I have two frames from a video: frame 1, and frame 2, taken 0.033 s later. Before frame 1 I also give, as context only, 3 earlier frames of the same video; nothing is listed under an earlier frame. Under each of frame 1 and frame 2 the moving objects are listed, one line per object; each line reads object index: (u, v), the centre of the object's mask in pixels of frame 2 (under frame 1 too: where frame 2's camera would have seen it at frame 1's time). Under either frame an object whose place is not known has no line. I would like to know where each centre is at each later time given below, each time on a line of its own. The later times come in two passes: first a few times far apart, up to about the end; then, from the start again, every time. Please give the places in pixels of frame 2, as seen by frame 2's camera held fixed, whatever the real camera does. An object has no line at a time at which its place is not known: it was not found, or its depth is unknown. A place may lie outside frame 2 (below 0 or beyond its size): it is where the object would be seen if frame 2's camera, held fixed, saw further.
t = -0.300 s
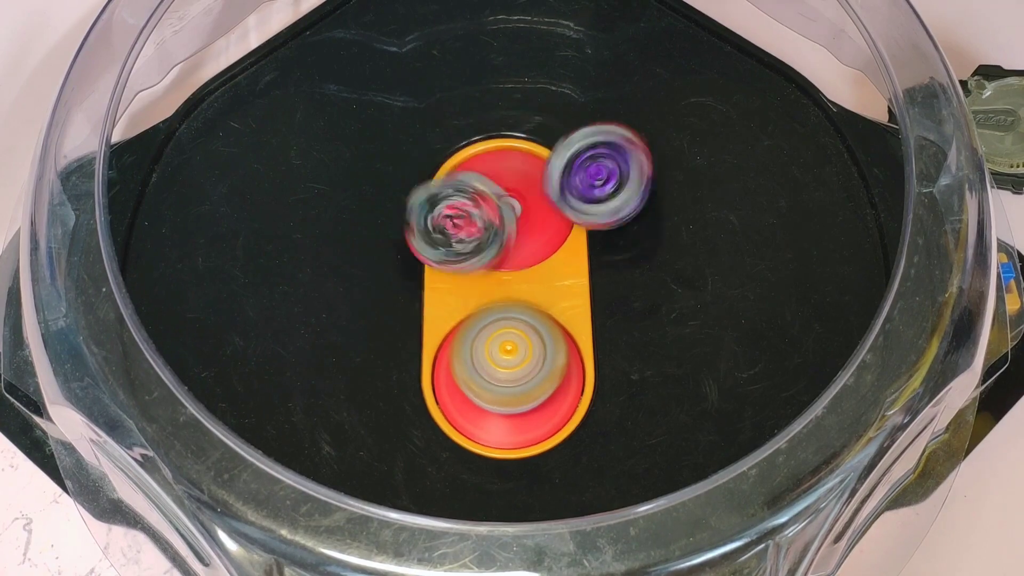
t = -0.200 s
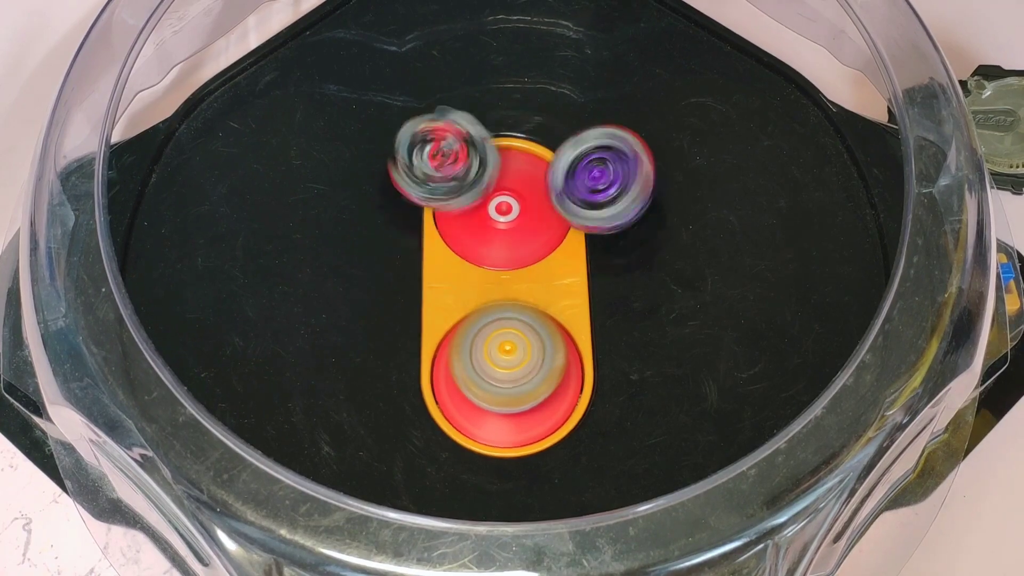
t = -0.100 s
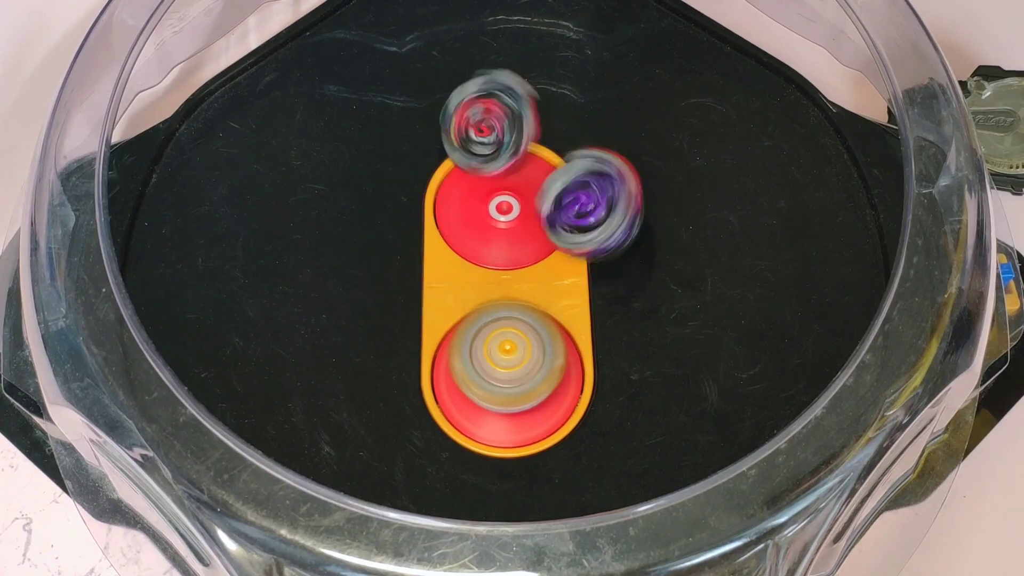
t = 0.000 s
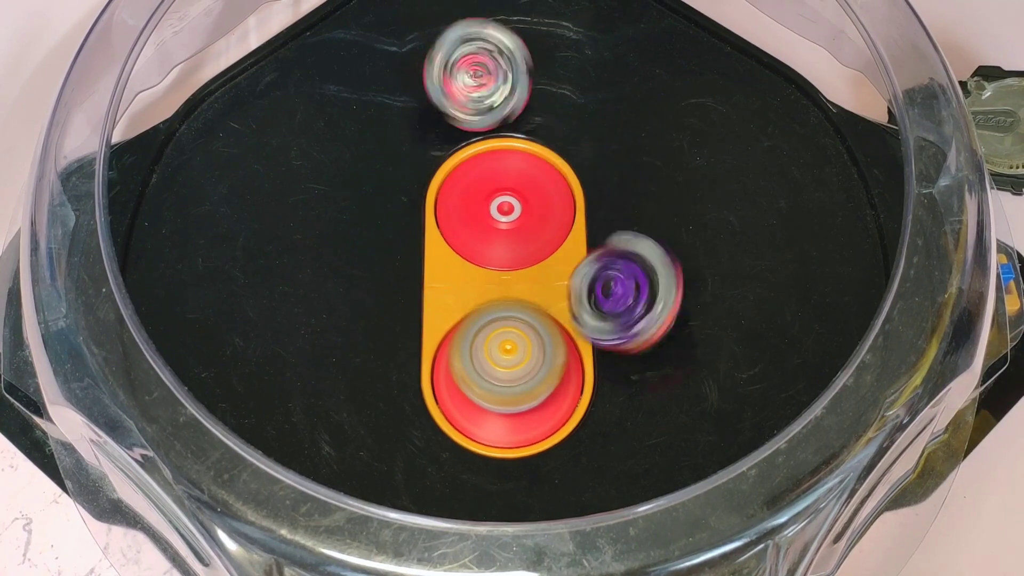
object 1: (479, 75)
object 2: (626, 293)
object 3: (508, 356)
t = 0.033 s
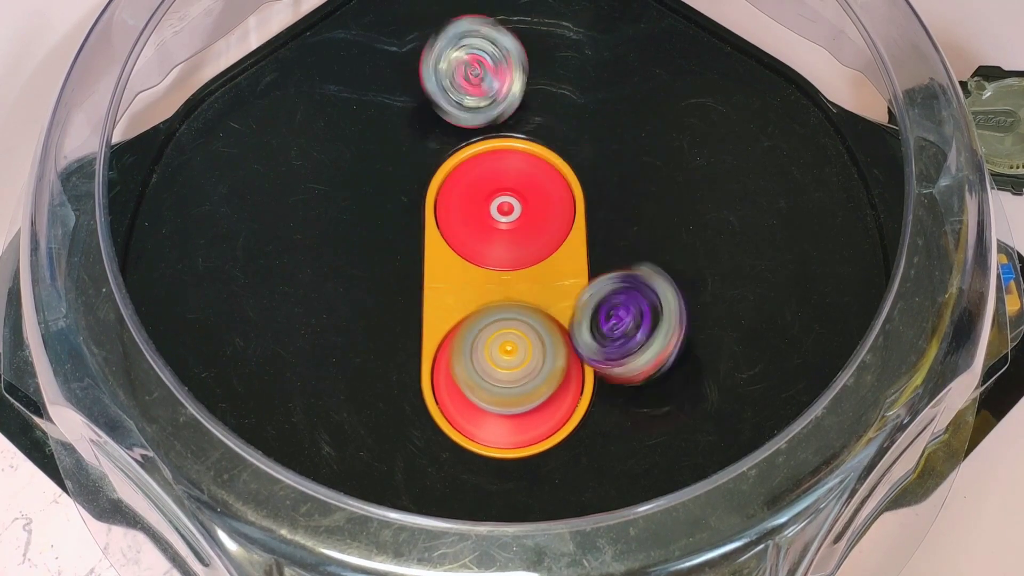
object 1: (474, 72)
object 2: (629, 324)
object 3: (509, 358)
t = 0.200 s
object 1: (472, 81)
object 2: (614, 422)
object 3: (509, 357)
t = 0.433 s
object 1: (528, 141)
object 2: (504, 486)
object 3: (508, 357)
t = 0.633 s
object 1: (559, 214)
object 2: (423, 486)
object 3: (508, 357)
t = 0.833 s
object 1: (482, 234)
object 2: (423, 471)
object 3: (508, 357)
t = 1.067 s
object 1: (451, 206)
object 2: (472, 480)
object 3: (508, 357)
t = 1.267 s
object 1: (499, 173)
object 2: (505, 469)
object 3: (507, 349)
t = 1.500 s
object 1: (571, 182)
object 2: (542, 488)
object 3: (461, 304)
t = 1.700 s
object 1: (515, 104)
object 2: (563, 479)
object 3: (545, 380)
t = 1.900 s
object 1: (473, 23)
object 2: (605, 513)
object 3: (545, 302)
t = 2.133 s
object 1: (470, 24)
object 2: (590, 468)
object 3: (449, 327)
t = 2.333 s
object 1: (471, 26)
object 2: (610, 408)
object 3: (440, 418)
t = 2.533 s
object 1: (472, 27)
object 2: (581, 272)
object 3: (510, 365)
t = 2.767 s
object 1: (473, 30)
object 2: (515, 181)
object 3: (499, 344)
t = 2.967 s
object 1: (474, 33)
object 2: (504, 185)
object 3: (511, 366)
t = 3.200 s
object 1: (475, 34)
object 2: (504, 184)
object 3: (480, 301)
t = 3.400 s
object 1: (475, 36)
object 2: (505, 182)
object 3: (458, 387)
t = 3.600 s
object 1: (477, 40)
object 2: (506, 184)
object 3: (570, 372)
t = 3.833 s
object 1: (477, 43)
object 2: (505, 182)
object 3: (483, 287)
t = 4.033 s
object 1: (478, 46)
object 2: (508, 183)
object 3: (420, 264)
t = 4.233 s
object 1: (479, 48)
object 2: (507, 181)
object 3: (411, 248)
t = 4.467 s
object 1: (479, 51)
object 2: (505, 184)
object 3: (384, 239)
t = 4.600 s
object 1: (480, 52)
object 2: (504, 183)
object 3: (392, 237)
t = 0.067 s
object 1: (471, 67)
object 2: (635, 352)
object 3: (508, 357)
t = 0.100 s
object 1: (468, 70)
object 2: (637, 377)
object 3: (508, 357)
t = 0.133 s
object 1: (469, 74)
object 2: (634, 395)
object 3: (508, 357)
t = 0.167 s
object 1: (471, 77)
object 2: (626, 409)
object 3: (508, 357)
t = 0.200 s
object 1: (472, 81)
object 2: (614, 422)
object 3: (509, 357)
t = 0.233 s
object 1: (474, 85)
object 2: (597, 435)
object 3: (507, 357)
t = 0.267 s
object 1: (476, 90)
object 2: (582, 449)
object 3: (506, 357)
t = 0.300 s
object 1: (480, 96)
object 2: (568, 461)
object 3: (507, 356)
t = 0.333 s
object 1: (487, 104)
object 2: (552, 471)
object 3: (509, 356)
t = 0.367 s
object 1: (497, 118)
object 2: (536, 477)
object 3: (509, 357)
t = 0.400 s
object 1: (511, 131)
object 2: (519, 482)
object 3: (508, 356)
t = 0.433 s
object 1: (528, 141)
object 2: (504, 486)
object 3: (508, 357)
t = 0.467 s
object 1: (552, 155)
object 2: (488, 488)
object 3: (508, 356)
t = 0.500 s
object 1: (571, 169)
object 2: (472, 491)
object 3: (508, 357)
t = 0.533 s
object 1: (577, 186)
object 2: (457, 491)
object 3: (508, 357)
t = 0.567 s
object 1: (571, 198)
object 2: (445, 490)
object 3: (508, 357)
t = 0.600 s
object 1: (566, 207)
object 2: (432, 488)
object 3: (508, 358)
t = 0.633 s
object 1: (559, 214)
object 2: (423, 486)
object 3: (508, 357)
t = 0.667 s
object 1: (552, 222)
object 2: (415, 483)
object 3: (509, 357)
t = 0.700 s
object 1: (548, 224)
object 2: (411, 481)
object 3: (508, 357)
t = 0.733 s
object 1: (537, 225)
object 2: (409, 478)
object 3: (508, 357)
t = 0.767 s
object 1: (522, 228)
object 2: (411, 475)
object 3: (508, 357)
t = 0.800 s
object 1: (505, 229)
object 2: (416, 472)
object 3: (508, 357)
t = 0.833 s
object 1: (482, 234)
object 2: (423, 471)
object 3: (508, 357)
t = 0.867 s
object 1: (456, 236)
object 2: (431, 466)
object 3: (508, 358)
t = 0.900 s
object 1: (435, 230)
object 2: (441, 461)
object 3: (507, 357)
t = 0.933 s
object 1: (428, 223)
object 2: (446, 457)
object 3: (506, 354)
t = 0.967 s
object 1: (429, 220)
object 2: (452, 468)
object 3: (507, 354)
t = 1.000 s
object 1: (436, 212)
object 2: (457, 475)
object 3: (511, 356)
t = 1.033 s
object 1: (441, 208)
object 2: (465, 478)
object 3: (508, 357)
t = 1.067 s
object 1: (451, 206)
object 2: (472, 480)
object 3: (508, 357)
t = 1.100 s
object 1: (458, 201)
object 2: (476, 480)
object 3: (508, 357)
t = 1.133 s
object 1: (464, 198)
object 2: (480, 478)
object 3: (508, 356)
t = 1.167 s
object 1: (470, 194)
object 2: (485, 475)
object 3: (508, 357)
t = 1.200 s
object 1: (478, 187)
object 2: (492, 471)
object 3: (508, 357)
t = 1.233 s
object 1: (487, 180)
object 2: (498, 467)
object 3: (508, 355)
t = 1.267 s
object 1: (499, 173)
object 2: (505, 469)
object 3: (507, 349)
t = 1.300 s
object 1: (509, 165)
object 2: (511, 483)
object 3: (498, 330)
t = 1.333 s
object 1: (523, 159)
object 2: (516, 490)
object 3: (482, 316)
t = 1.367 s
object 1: (540, 156)
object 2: (521, 493)
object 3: (465, 307)
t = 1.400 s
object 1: (558, 157)
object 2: (527, 493)
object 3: (454, 306)
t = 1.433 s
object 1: (570, 162)
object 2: (534, 491)
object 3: (452, 308)
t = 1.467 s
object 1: (574, 172)
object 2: (539, 490)
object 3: (454, 307)
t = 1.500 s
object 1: (571, 182)
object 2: (542, 488)
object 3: (461, 304)
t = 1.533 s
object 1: (566, 189)
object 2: (546, 487)
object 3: (474, 300)
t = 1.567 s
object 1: (555, 193)
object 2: (551, 486)
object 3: (491, 300)
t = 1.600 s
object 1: (545, 200)
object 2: (554, 484)
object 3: (508, 299)
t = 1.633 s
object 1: (536, 186)
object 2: (558, 483)
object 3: (520, 321)
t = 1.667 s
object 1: (527, 145)
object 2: (559, 481)
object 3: (535, 352)
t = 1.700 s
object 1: (515, 104)
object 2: (563, 479)
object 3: (545, 380)
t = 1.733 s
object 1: (502, 76)
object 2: (577, 487)
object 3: (545, 380)
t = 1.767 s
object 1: (493, 52)
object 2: (596, 515)
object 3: (545, 371)
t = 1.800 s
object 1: (489, 38)
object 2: (603, 526)
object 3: (548, 356)
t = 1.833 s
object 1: (483, 29)
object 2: (601, 525)
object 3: (548, 340)
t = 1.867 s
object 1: (477, 24)
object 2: (606, 526)
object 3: (550, 320)
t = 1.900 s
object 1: (473, 23)
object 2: (605, 513)
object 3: (545, 302)
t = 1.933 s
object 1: (471, 23)
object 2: (603, 514)
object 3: (535, 293)
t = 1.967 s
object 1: (470, 23)
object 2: (603, 509)
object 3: (523, 295)
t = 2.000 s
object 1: (471, 24)
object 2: (602, 504)
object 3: (516, 303)
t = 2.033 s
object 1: (471, 23)
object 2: (601, 494)
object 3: (506, 309)
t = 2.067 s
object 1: (470, 23)
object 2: (599, 488)
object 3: (489, 313)
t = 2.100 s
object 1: (470, 24)
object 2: (592, 473)
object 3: (470, 320)
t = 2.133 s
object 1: (470, 24)
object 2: (590, 468)
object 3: (449, 327)
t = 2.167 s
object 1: (471, 24)
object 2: (586, 462)
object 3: (443, 342)
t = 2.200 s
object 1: (471, 24)
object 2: (584, 456)
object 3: (445, 364)
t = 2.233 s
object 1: (471, 25)
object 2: (580, 446)
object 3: (447, 392)
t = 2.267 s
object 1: (471, 25)
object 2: (578, 436)
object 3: (454, 413)
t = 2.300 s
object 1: (471, 25)
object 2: (598, 424)
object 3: (445, 421)
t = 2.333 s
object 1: (471, 26)
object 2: (610, 408)
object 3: (440, 418)
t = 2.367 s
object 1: (471, 26)
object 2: (616, 389)
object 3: (445, 409)
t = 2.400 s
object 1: (472, 27)
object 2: (617, 366)
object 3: (454, 395)
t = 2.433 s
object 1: (472, 27)
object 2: (612, 343)
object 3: (467, 378)
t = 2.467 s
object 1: (472, 27)
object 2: (605, 318)
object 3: (479, 368)
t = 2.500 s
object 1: (472, 27)
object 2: (594, 296)
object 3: (497, 363)
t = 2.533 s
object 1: (472, 27)
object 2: (581, 272)
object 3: (510, 365)
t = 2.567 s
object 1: (472, 28)
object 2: (567, 249)
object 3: (497, 358)
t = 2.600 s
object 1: (472, 28)
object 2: (556, 231)
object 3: (491, 364)
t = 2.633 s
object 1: (472, 28)
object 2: (543, 214)
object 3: (502, 361)
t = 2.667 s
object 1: (472, 28)
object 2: (526, 198)
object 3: (497, 348)
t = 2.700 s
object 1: (472, 29)
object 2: (504, 182)
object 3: (489, 360)
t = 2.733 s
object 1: (473, 30)
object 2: (510, 172)
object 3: (510, 353)
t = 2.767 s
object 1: (473, 30)
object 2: (515, 181)
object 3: (499, 344)
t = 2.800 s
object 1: (473, 31)
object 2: (498, 176)
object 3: (501, 359)
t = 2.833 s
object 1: (474, 32)
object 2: (504, 176)
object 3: (518, 346)
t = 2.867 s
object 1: (474, 32)
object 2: (496, 185)
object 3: (498, 337)
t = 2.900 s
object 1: (474, 32)
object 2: (496, 177)
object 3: (482, 348)
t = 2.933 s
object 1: (474, 33)
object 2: (507, 187)
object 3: (487, 365)
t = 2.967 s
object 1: (474, 33)
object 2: (504, 185)
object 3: (511, 366)
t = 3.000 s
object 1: (474, 33)
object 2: (510, 184)
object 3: (526, 343)
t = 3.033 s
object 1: (474, 33)
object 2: (503, 180)
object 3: (518, 319)
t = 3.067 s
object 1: (474, 33)
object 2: (502, 183)
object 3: (502, 299)
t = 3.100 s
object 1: (474, 33)
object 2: (503, 179)
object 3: (486, 288)
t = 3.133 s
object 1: (474, 34)
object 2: (510, 184)
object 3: (477, 292)
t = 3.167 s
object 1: (474, 34)
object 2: (502, 182)
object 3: (475, 295)
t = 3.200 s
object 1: (475, 34)
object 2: (504, 184)
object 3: (480, 301)
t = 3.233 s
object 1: (475, 34)
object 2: (506, 184)
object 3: (486, 308)
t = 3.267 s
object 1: (475, 35)
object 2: (506, 183)
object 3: (486, 317)
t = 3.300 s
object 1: (475, 35)
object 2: (505, 183)
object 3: (481, 328)
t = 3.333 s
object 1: (475, 36)
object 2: (506, 183)
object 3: (473, 344)
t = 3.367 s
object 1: (475, 36)
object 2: (507, 182)
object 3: (464, 363)
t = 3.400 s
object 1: (475, 36)
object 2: (505, 182)
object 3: (458, 387)
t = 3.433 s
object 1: (476, 37)
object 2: (507, 183)
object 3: (463, 404)
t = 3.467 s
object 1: (476, 39)
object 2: (506, 182)
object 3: (479, 415)
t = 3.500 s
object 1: (477, 39)
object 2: (506, 182)
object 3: (497, 412)
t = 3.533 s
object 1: (477, 40)
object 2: (505, 182)
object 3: (522, 402)
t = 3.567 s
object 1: (477, 40)
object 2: (506, 182)
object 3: (549, 391)
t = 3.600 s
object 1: (477, 40)
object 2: (506, 184)
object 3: (570, 372)
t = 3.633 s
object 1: (477, 41)
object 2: (505, 182)
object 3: (576, 352)
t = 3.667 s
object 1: (477, 42)
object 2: (506, 183)
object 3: (571, 336)
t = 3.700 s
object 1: (477, 42)
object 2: (506, 183)
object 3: (559, 328)
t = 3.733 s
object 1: (477, 42)
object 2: (505, 183)
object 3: (543, 321)
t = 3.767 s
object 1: (477, 42)
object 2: (504, 183)
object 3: (524, 310)
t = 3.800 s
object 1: (477, 43)
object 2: (505, 184)
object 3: (502, 297)
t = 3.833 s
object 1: (477, 43)
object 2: (505, 182)
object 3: (483, 287)
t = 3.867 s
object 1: (477, 43)
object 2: (504, 182)
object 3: (466, 280)
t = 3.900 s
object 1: (478, 43)
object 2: (505, 182)
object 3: (454, 273)
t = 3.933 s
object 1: (478, 44)
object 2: (504, 182)
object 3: (443, 268)
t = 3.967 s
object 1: (478, 45)
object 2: (505, 181)
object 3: (437, 262)
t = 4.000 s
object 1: (478, 45)
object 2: (511, 179)
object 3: (426, 262)
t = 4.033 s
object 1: (478, 46)
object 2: (508, 183)
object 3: (420, 264)
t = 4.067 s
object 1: (478, 46)
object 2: (503, 179)
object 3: (417, 265)
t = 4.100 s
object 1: (478, 46)
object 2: (504, 183)
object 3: (418, 261)
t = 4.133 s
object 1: (478, 46)
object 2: (506, 183)
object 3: (420, 255)
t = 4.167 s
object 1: (478, 47)
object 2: (508, 182)
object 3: (424, 247)
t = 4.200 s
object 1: (478, 47)
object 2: (507, 181)
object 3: (420, 247)
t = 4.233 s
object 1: (479, 48)
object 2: (507, 181)
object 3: (411, 248)
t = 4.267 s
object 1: (479, 48)
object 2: (505, 182)
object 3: (401, 249)
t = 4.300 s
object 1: (479, 49)
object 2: (505, 183)
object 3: (394, 250)
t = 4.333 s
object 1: (479, 49)
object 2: (505, 181)
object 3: (390, 249)
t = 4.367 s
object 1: (479, 50)
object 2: (503, 182)
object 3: (388, 245)
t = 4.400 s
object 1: (479, 50)
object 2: (504, 183)
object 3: (386, 241)
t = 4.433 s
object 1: (479, 50)
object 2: (504, 184)
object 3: (384, 239)
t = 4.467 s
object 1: (479, 51)
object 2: (505, 184)
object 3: (384, 239)
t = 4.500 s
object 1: (479, 51)
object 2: (506, 183)
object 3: (384, 240)
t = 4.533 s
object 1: (480, 51)
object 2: (506, 182)
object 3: (385, 240)
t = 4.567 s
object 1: (480, 52)
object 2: (504, 183)
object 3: (387, 239)
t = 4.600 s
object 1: (480, 52)
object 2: (504, 183)
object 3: (392, 237)
